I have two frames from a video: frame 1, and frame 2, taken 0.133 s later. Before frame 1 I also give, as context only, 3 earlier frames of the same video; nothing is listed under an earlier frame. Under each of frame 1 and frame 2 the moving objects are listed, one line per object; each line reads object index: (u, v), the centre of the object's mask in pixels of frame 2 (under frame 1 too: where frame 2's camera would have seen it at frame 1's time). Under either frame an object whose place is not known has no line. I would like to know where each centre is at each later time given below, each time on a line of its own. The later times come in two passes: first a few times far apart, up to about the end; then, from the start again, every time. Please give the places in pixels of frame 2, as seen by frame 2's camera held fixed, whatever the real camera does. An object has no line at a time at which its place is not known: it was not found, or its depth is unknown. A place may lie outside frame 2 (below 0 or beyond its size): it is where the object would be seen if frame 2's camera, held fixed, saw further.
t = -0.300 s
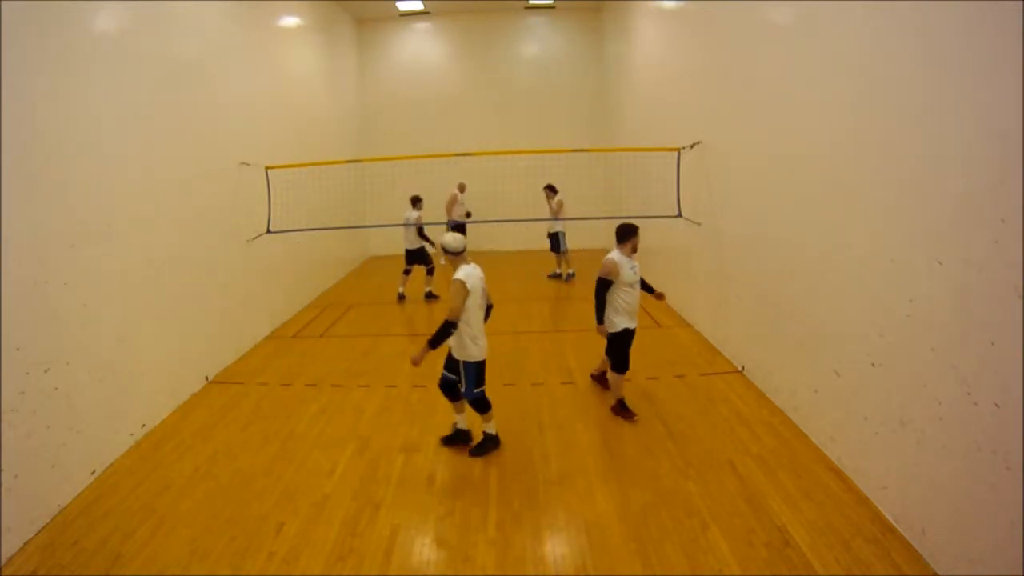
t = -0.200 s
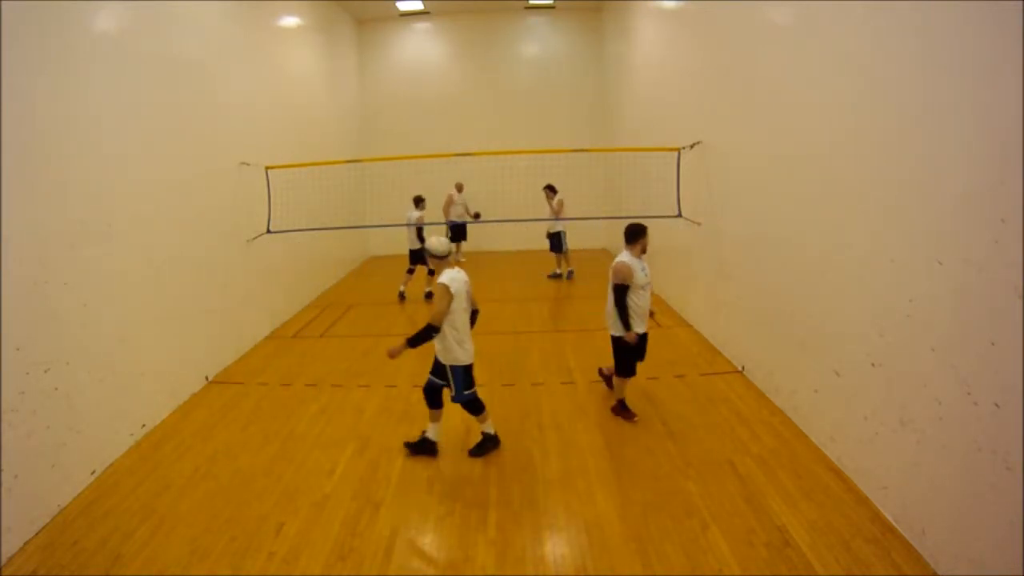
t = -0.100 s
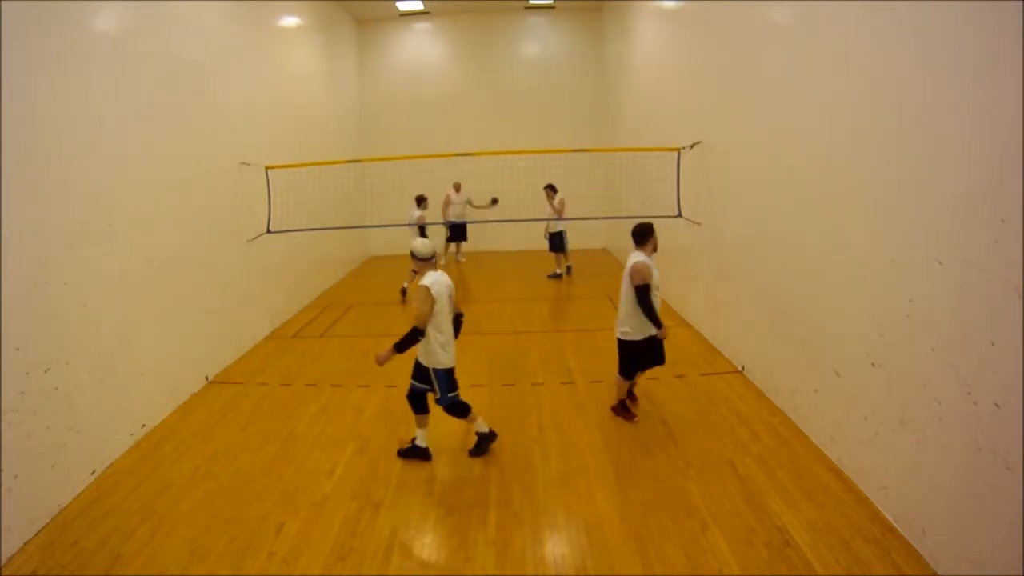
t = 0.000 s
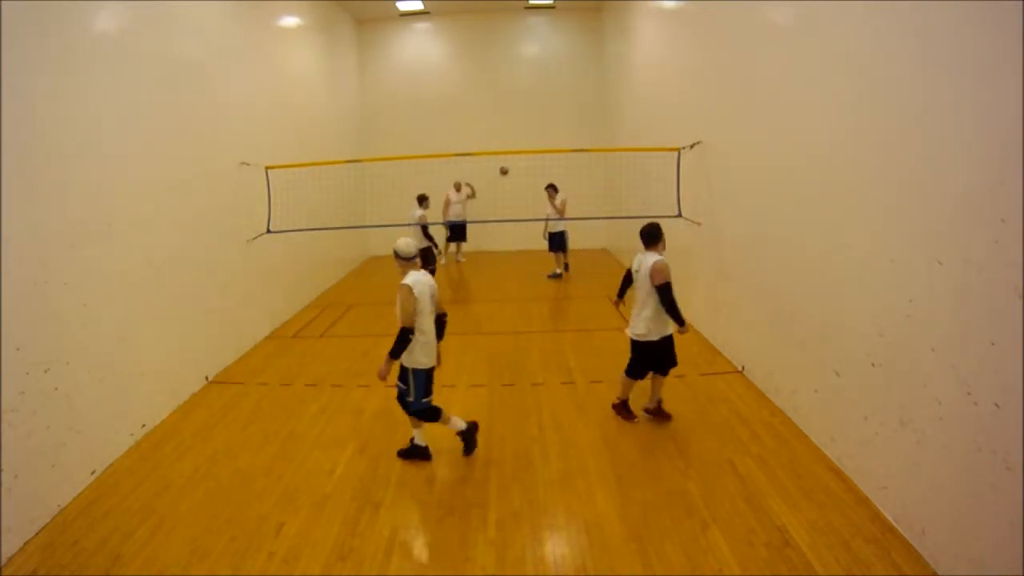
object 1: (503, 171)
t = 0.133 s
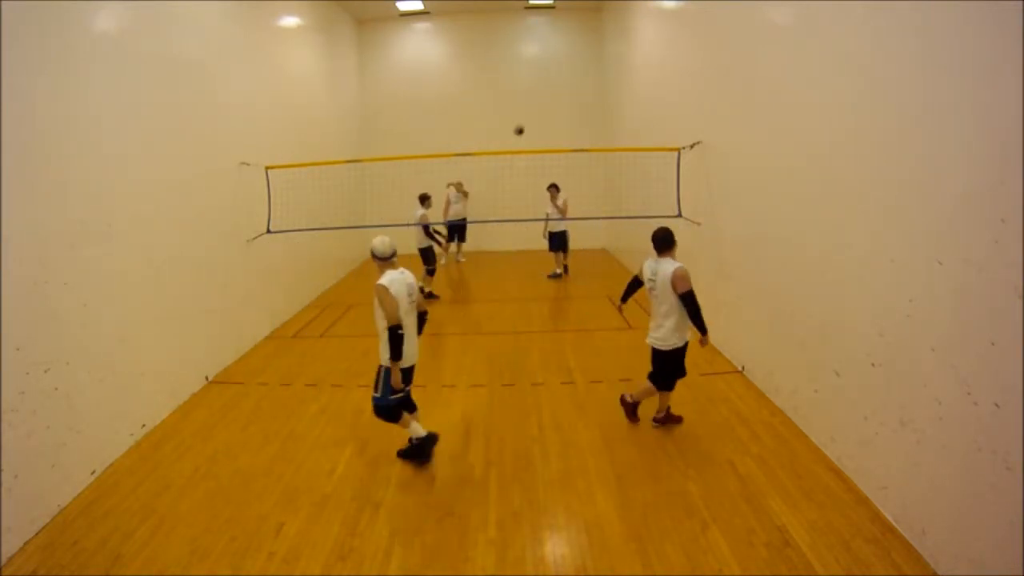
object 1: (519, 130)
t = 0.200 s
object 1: (527, 111)
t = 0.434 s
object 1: (566, 50)
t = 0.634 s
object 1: (614, 13)
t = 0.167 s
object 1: (522, 121)
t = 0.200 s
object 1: (527, 111)
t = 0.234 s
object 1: (531, 102)
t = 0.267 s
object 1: (537, 92)
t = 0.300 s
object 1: (542, 83)
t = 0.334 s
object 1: (548, 75)
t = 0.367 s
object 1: (553, 67)
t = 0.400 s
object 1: (560, 58)
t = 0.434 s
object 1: (566, 50)
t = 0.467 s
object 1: (574, 43)
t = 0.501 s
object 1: (581, 36)
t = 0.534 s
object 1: (588, 31)
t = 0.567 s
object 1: (596, 25)
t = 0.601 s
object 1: (604, 19)
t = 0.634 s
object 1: (614, 13)
